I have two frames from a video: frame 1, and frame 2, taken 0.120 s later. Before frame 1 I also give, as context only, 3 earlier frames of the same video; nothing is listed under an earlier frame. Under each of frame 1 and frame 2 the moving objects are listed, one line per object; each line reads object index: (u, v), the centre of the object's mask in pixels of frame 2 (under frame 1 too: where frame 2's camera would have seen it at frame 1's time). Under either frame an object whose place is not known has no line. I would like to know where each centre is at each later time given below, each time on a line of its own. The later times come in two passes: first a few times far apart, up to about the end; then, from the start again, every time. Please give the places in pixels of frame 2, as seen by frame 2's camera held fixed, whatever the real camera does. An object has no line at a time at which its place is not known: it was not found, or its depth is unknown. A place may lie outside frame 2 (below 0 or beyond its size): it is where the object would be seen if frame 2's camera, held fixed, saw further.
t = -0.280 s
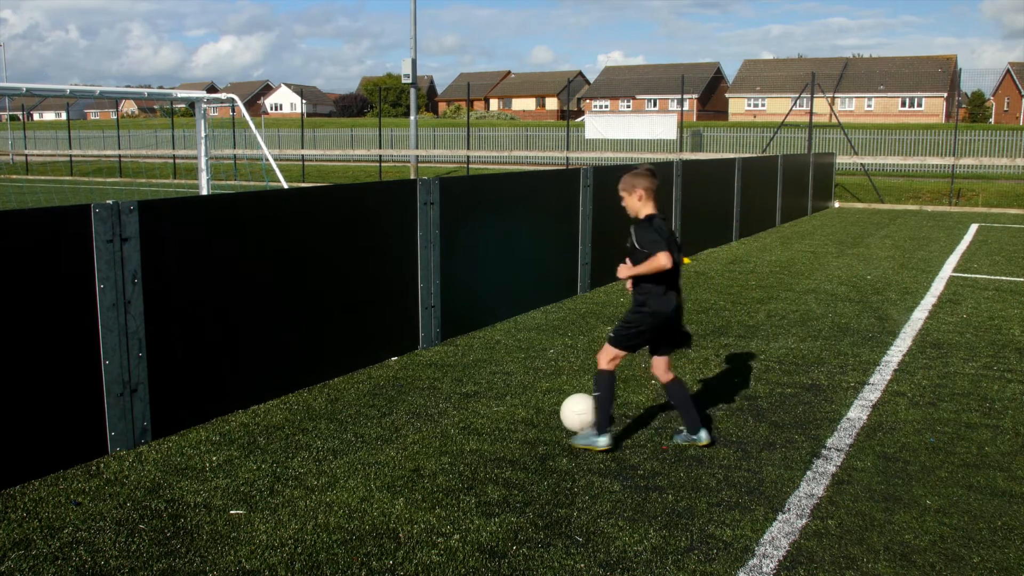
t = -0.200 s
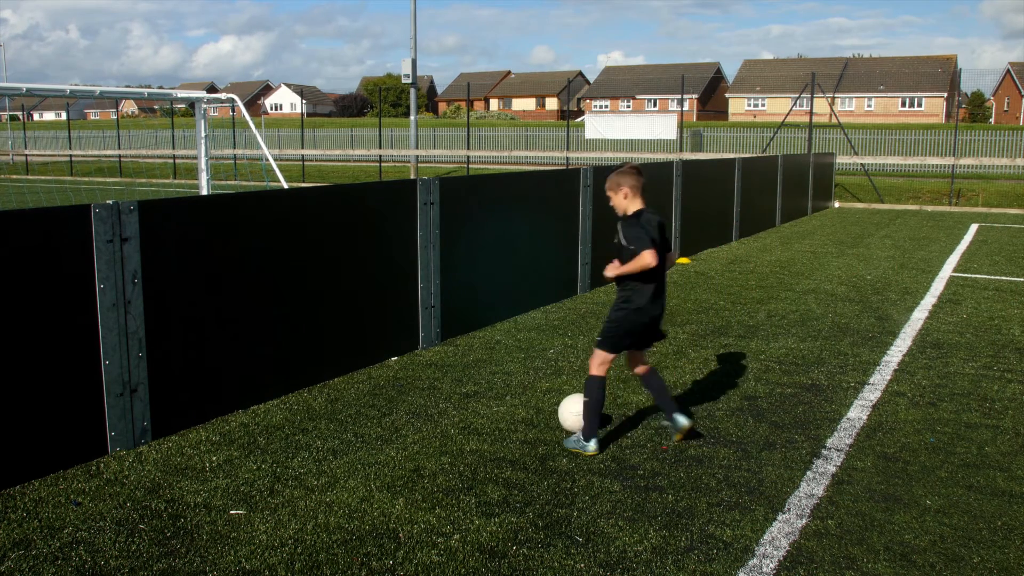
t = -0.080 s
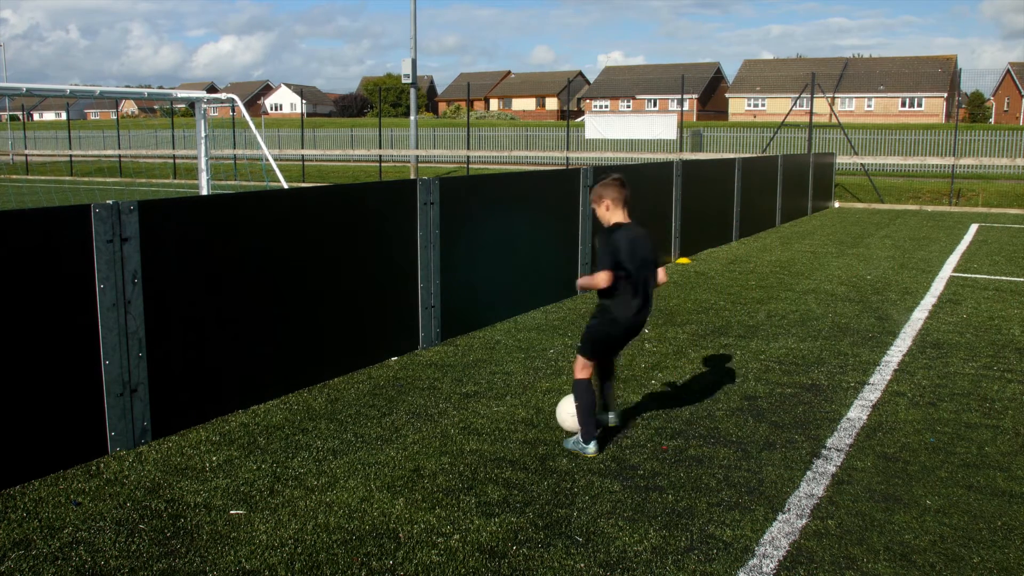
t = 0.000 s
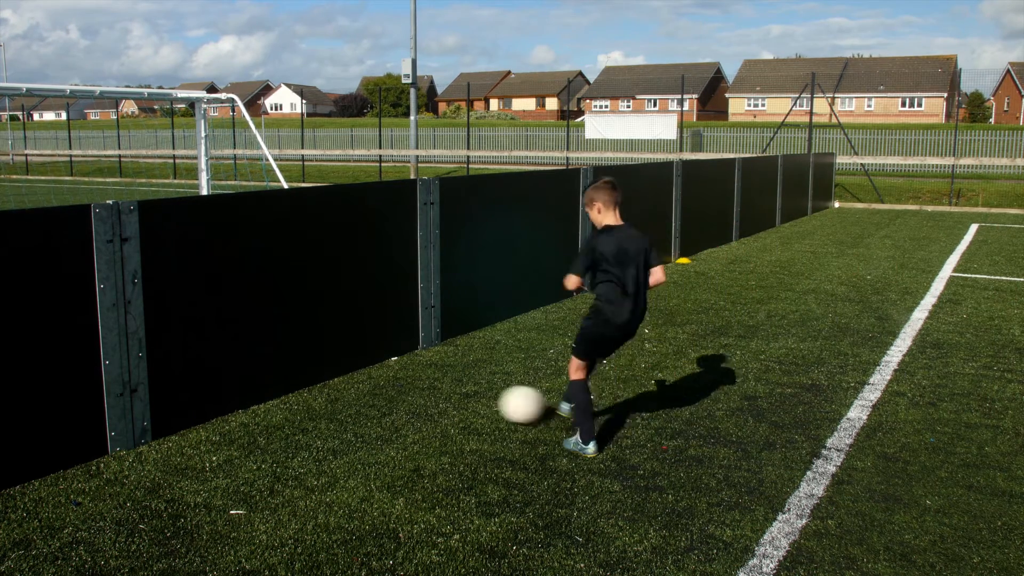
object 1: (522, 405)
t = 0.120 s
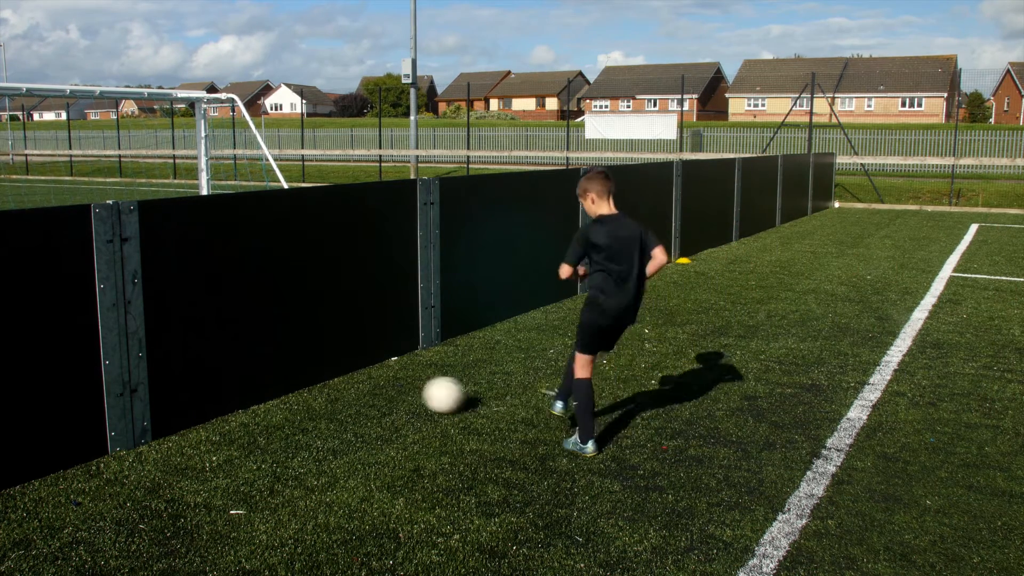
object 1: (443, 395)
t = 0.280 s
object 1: (363, 385)
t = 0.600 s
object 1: (364, 381)
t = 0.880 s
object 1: (409, 393)
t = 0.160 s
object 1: (422, 392)
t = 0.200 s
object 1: (401, 390)
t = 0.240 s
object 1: (381, 388)
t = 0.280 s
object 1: (363, 385)
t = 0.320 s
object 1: (345, 382)
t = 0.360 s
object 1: (328, 381)
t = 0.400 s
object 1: (312, 378)
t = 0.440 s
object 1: (313, 374)
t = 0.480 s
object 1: (325, 372)
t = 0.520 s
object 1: (339, 373)
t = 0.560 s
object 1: (351, 375)
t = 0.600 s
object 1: (364, 381)
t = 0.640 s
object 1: (378, 389)
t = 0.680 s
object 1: (387, 390)
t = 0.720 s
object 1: (391, 388)
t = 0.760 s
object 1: (395, 388)
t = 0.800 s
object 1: (400, 390)
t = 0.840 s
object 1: (404, 395)
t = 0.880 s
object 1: (409, 393)
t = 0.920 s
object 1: (413, 393)
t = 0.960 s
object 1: (418, 396)
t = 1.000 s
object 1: (423, 396)
